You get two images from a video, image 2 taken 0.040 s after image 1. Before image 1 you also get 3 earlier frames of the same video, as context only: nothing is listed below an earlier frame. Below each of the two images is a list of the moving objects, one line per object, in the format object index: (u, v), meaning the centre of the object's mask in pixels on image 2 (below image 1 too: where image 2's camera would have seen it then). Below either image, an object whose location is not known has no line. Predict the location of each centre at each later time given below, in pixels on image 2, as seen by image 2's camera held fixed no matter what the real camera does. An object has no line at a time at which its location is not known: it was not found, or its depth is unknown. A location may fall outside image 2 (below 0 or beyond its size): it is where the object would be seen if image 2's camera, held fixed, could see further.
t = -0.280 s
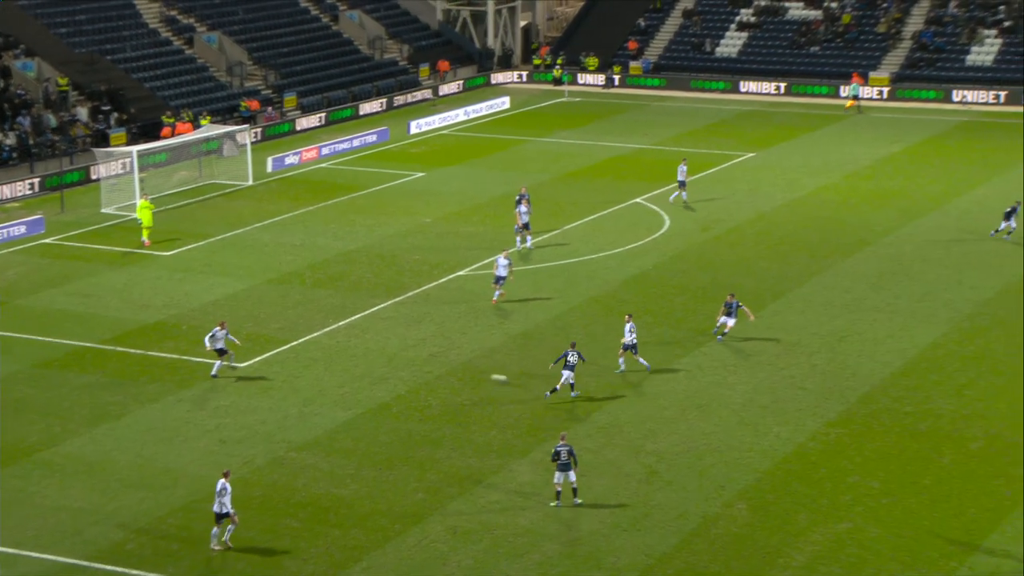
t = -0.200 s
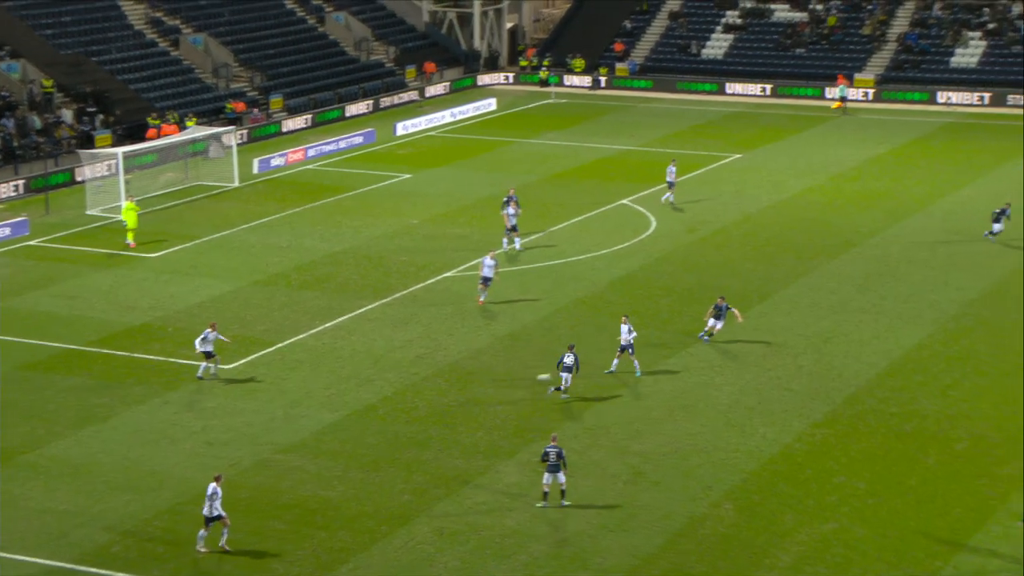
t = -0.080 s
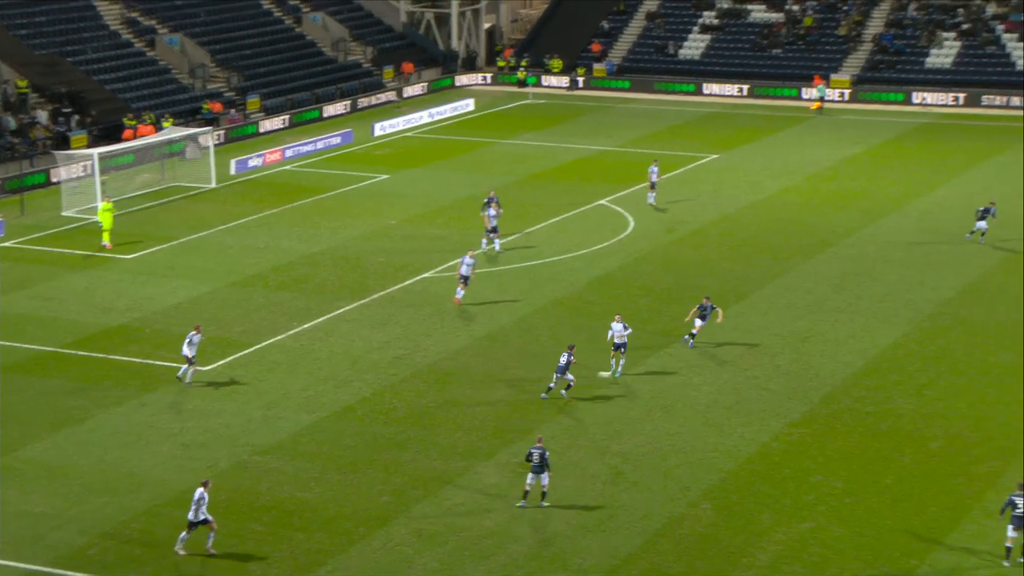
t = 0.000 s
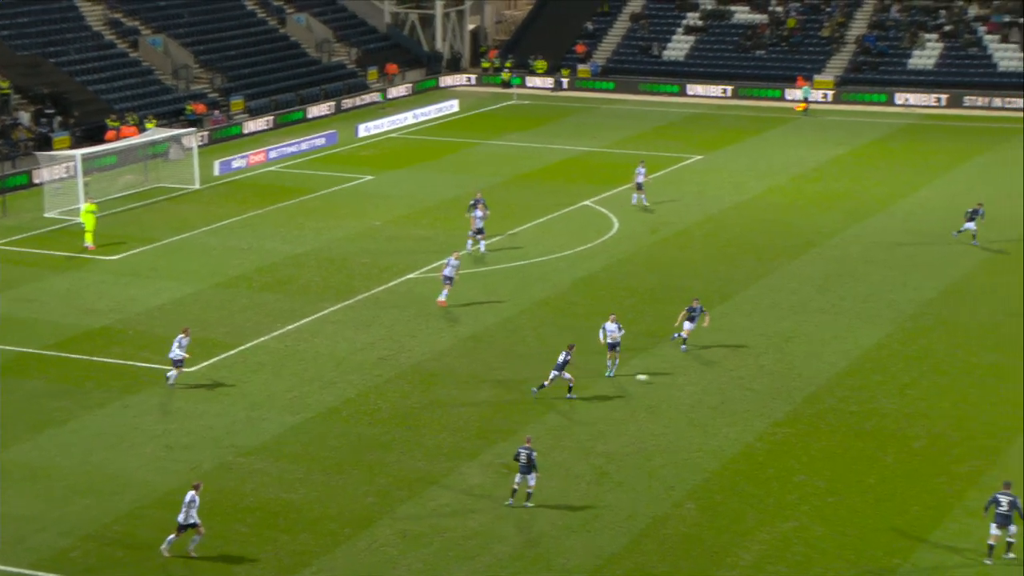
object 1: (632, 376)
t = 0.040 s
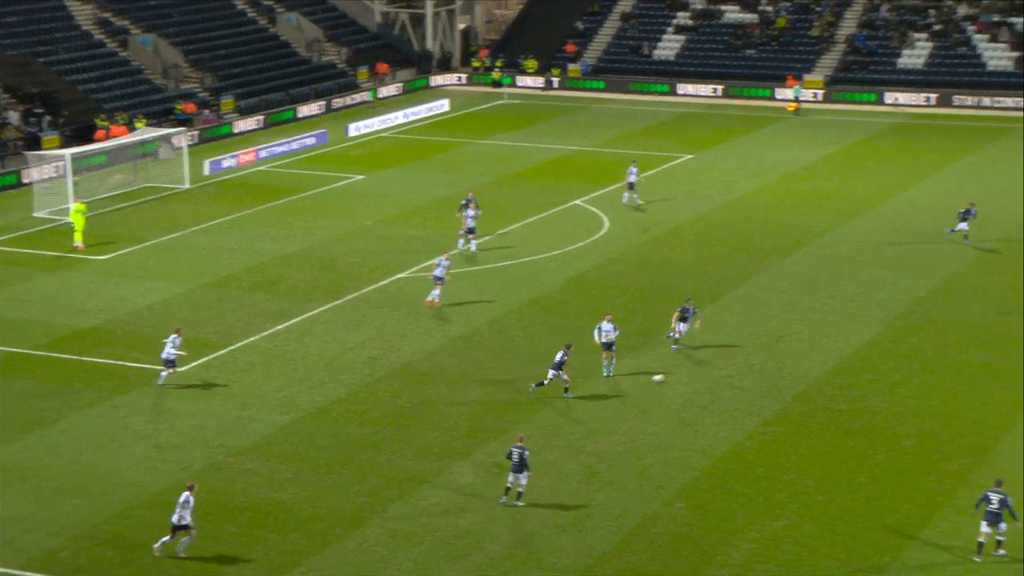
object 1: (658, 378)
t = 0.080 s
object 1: (682, 376)
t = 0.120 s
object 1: (704, 374)
